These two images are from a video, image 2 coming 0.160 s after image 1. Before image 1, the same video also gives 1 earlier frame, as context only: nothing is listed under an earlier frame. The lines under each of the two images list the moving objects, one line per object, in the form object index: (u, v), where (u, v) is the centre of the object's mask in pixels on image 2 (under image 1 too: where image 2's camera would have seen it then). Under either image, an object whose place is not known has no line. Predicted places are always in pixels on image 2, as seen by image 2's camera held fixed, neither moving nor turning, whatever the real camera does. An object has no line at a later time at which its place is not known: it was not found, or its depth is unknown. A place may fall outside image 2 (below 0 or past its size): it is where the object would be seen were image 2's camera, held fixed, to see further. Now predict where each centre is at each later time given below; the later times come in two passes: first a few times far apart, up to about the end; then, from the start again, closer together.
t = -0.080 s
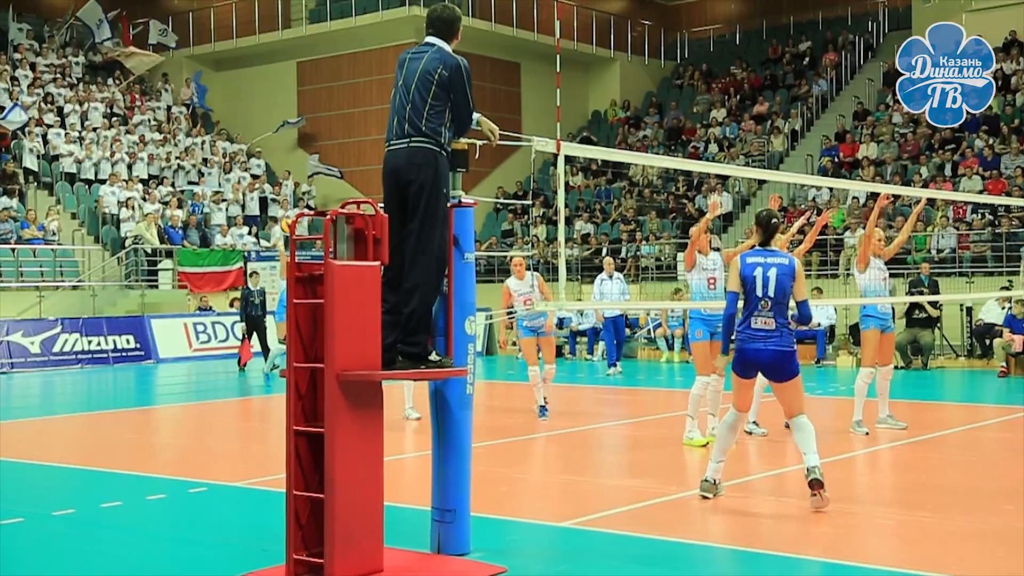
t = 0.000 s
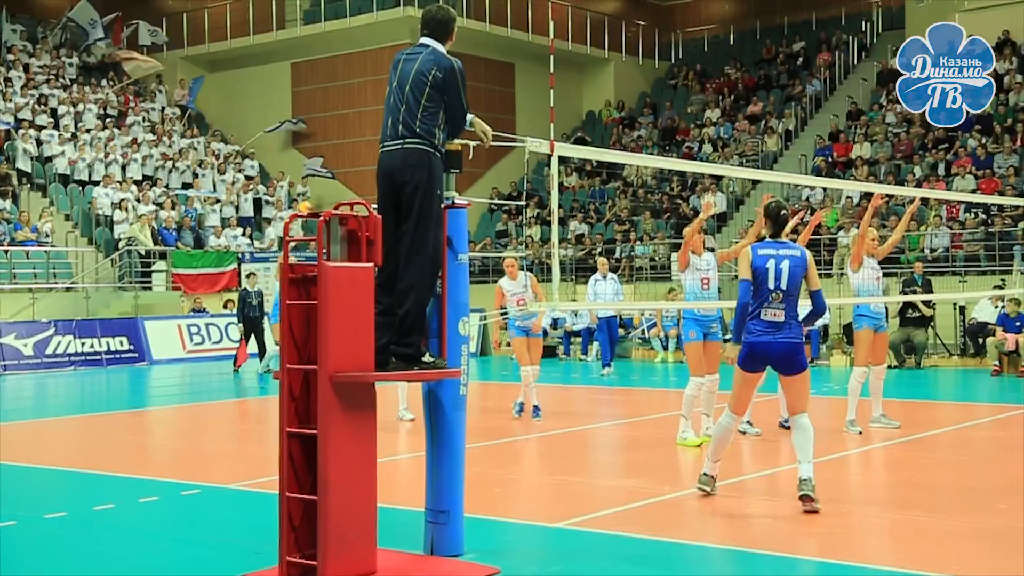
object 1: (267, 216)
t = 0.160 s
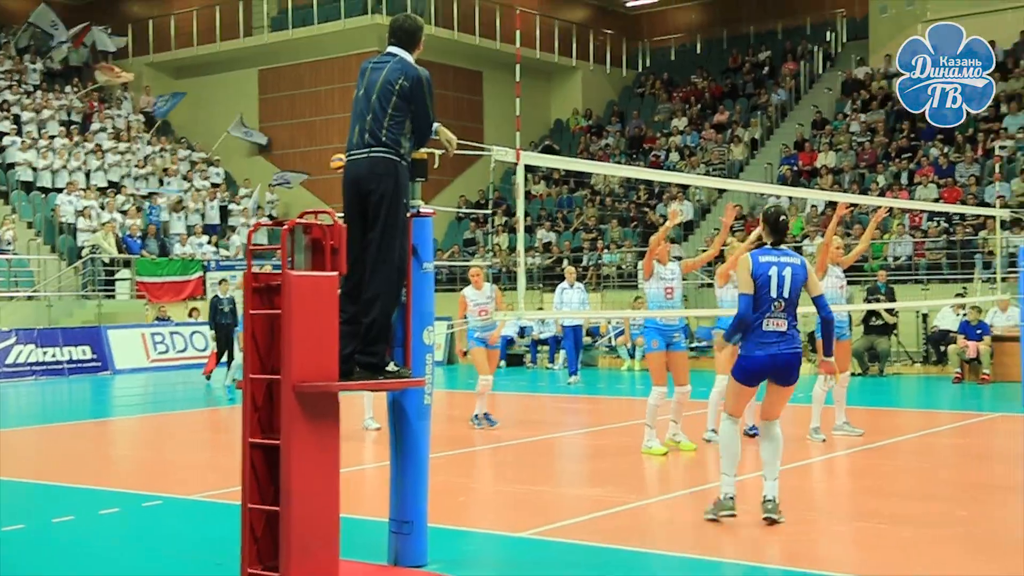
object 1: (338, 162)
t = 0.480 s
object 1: (532, 87)
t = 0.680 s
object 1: (708, 78)
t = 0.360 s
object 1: (452, 107)
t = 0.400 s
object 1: (477, 99)
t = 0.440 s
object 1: (503, 92)
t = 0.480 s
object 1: (532, 87)
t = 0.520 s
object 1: (563, 82)
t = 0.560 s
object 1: (596, 79)
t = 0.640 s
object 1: (667, 78)
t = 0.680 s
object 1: (708, 78)
